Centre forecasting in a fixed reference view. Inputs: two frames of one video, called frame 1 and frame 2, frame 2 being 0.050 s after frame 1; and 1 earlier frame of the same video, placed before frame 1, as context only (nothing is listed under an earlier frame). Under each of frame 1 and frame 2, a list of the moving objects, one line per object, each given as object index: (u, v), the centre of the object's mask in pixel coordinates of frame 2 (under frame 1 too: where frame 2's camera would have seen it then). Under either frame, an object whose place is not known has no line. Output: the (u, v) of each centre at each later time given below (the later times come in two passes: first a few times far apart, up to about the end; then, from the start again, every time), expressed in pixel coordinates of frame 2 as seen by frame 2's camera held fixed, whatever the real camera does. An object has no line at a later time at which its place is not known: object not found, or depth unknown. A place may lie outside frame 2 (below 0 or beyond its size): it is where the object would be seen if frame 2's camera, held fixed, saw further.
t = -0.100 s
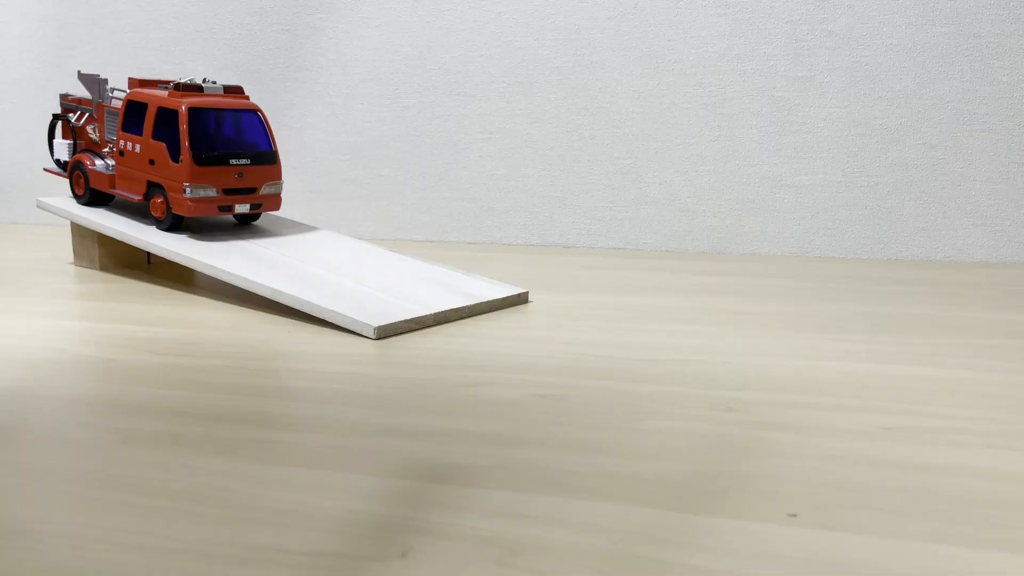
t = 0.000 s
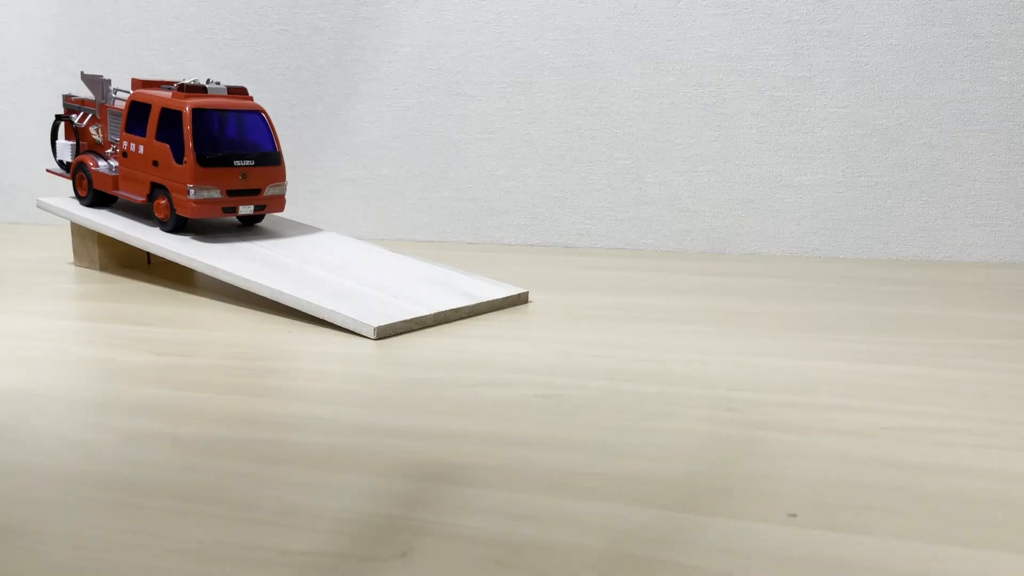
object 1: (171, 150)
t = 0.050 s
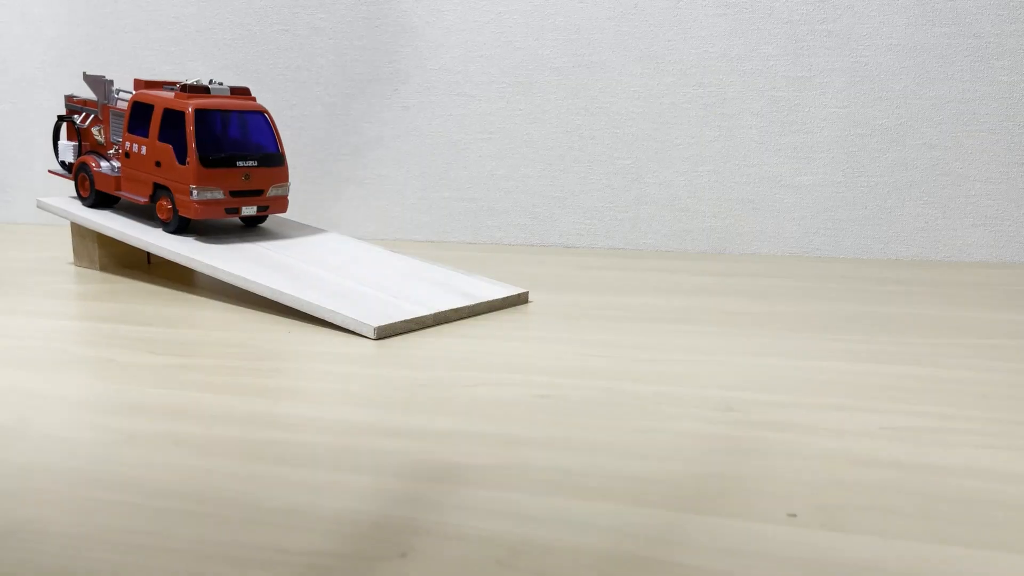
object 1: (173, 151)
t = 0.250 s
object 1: (185, 154)
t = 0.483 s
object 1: (203, 158)
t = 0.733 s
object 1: (229, 165)
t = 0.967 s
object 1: (259, 173)
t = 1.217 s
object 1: (300, 184)
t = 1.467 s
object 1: (351, 198)
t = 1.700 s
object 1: (411, 219)
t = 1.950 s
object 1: (490, 234)
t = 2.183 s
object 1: (575, 251)
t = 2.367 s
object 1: (651, 260)
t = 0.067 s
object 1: (174, 151)
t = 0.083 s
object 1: (175, 151)
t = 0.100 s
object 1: (176, 151)
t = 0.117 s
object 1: (177, 152)
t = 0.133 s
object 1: (178, 152)
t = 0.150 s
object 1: (179, 152)
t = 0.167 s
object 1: (180, 152)
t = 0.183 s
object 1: (181, 153)
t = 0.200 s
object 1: (182, 153)
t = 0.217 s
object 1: (183, 153)
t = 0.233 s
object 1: (184, 153)
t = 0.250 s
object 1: (185, 154)
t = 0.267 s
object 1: (186, 154)
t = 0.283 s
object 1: (188, 154)
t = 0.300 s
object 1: (189, 155)
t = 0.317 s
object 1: (190, 155)
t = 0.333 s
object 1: (191, 155)
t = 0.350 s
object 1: (193, 155)
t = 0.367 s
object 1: (194, 156)
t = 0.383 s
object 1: (195, 156)
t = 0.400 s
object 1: (197, 157)
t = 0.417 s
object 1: (198, 157)
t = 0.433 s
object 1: (199, 157)
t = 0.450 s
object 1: (201, 158)
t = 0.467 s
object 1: (202, 158)
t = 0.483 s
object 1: (203, 158)
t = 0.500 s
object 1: (205, 159)
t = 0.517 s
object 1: (207, 159)
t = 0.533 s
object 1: (208, 160)
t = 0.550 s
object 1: (210, 160)
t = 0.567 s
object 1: (211, 161)
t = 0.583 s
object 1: (213, 161)
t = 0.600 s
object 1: (215, 161)
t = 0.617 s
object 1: (216, 162)
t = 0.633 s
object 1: (217, 162)
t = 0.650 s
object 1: (219, 163)
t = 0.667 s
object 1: (221, 163)
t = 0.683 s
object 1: (223, 164)
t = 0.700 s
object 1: (225, 164)
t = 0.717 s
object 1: (227, 165)
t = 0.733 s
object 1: (229, 165)
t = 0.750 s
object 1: (231, 166)
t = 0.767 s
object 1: (232, 166)
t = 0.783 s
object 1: (235, 167)
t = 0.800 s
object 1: (237, 168)
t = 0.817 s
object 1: (239, 168)
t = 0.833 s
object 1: (241, 169)
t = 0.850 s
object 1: (243, 169)
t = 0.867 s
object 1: (245, 170)
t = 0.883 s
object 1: (247, 170)
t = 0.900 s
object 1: (249, 171)
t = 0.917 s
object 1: (252, 171)
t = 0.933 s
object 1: (254, 172)
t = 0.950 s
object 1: (256, 173)
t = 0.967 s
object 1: (259, 173)
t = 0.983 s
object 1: (262, 174)
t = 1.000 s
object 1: (264, 175)
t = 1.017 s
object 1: (266, 175)
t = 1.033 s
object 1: (269, 176)
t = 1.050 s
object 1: (271, 177)
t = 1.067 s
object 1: (274, 178)
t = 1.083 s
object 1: (277, 178)
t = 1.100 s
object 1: (280, 179)
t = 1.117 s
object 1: (282, 180)
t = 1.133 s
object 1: (285, 180)
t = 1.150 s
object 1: (287, 181)
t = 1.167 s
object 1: (290, 182)
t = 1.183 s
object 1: (293, 182)
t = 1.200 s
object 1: (296, 183)
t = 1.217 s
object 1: (300, 184)
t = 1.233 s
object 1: (303, 185)
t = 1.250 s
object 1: (306, 186)
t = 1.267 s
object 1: (309, 187)
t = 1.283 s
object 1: (312, 187)
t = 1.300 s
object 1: (315, 188)
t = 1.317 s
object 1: (318, 189)
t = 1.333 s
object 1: (321, 190)
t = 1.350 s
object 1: (324, 191)
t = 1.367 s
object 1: (328, 192)
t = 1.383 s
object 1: (331, 193)
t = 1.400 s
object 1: (335, 194)
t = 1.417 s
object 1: (339, 195)
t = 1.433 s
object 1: (343, 196)
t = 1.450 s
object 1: (347, 197)
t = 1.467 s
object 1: (351, 198)
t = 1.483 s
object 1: (354, 199)
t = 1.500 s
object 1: (358, 200)
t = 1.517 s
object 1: (361, 201)
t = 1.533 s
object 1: (365, 202)
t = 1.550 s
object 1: (370, 203)
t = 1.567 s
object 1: (374, 204)
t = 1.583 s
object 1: (378, 205)
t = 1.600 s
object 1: (383, 206)
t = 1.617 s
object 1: (388, 208)
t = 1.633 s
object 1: (392, 209)
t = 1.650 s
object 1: (396, 210)
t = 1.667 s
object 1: (401, 212)
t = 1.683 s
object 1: (406, 215)
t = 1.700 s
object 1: (411, 219)
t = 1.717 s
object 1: (416, 221)
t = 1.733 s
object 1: (422, 222)
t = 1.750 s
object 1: (427, 223)
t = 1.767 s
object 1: (433, 224)
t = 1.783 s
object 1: (439, 225)
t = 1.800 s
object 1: (444, 226)
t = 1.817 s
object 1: (449, 227)
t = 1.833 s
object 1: (454, 228)
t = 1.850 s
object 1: (458, 228)
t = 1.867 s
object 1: (463, 229)
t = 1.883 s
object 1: (468, 230)
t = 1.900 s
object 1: (473, 231)
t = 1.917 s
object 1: (479, 232)
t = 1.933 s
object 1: (484, 233)
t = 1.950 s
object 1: (490, 234)
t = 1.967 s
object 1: (496, 235)
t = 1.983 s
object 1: (503, 236)
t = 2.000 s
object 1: (509, 237)
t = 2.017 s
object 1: (515, 238)
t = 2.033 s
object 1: (520, 239)
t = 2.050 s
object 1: (526, 240)
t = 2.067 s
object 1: (533, 241)
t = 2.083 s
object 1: (540, 242)
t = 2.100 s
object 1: (546, 244)
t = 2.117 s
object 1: (553, 248)
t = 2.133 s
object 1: (558, 248)
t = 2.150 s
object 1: (563, 248)
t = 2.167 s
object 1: (569, 250)
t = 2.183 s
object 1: (575, 251)
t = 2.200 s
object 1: (582, 251)
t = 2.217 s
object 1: (588, 253)
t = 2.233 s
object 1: (595, 253)
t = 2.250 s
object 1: (602, 254)
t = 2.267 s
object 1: (609, 255)
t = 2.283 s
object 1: (616, 256)
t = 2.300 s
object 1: (623, 256)
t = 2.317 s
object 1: (630, 257)
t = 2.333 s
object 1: (636, 258)
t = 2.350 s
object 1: (643, 259)
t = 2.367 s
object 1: (651, 260)
